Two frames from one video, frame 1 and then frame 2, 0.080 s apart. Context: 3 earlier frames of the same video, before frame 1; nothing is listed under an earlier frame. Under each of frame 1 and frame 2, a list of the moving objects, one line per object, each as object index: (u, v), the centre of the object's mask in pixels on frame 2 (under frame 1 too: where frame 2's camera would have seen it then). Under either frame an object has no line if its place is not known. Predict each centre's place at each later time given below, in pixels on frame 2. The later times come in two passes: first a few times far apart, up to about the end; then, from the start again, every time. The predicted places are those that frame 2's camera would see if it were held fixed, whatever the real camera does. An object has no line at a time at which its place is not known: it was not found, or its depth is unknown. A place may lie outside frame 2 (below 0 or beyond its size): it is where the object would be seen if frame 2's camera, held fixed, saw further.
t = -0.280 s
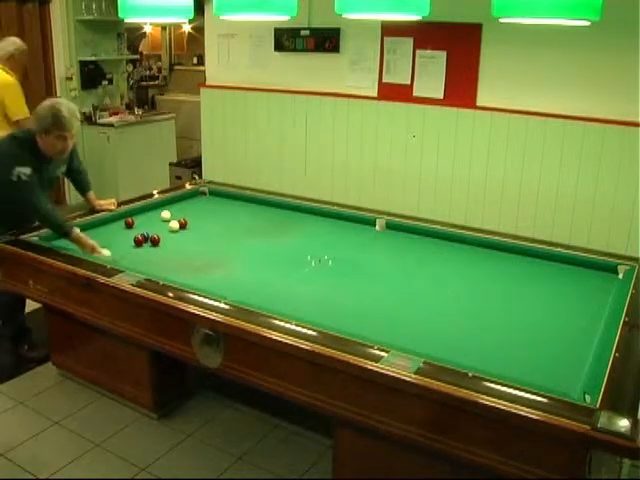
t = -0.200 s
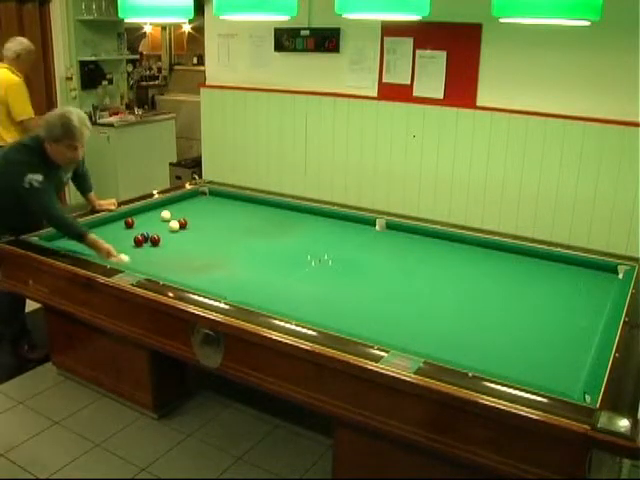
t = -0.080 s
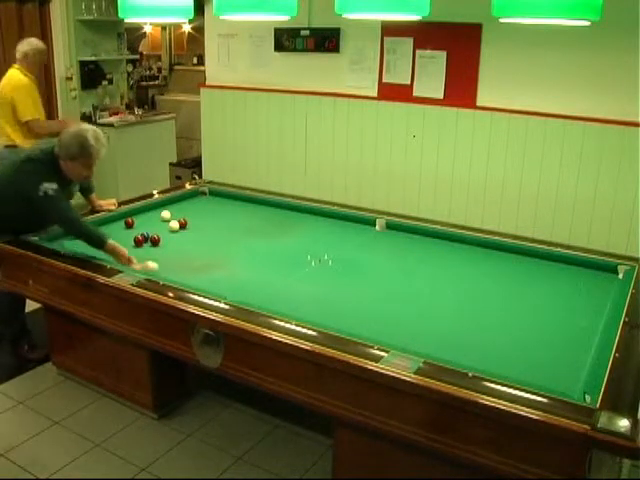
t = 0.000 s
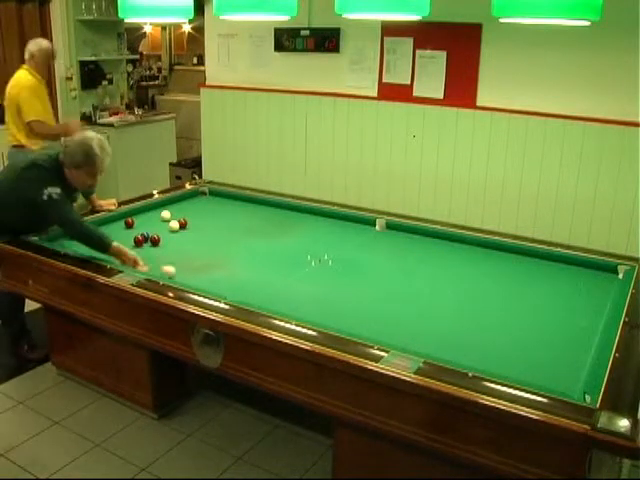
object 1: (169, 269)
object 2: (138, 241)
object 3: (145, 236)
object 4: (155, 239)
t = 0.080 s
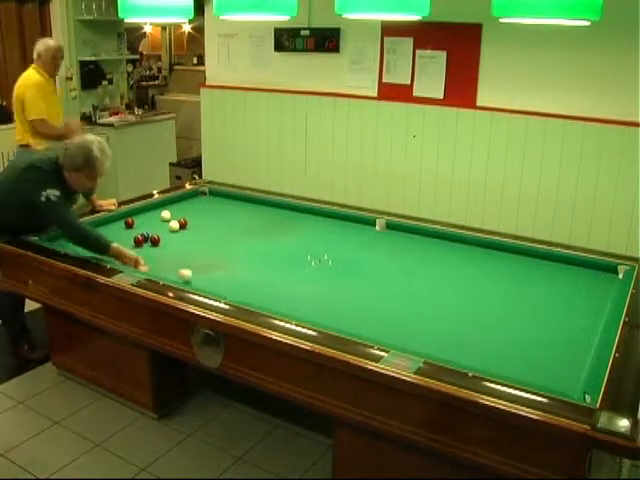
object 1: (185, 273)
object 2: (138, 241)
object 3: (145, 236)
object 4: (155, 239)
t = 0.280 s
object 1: (232, 285)
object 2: (138, 241)
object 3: (145, 236)
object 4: (155, 239)
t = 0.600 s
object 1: (314, 305)
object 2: (138, 240)
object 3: (145, 236)
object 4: (155, 239)
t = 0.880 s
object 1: (395, 324)
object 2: (138, 241)
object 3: (145, 236)
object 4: (155, 239)
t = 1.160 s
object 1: (484, 344)
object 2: (138, 241)
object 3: (145, 236)
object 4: (155, 239)
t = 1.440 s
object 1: (580, 366)
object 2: (138, 241)
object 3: (145, 236)
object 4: (155, 239)
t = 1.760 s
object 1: (513, 346)
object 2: (138, 241)
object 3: (145, 236)
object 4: (155, 239)
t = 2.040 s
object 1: (460, 331)
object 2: (138, 240)
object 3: (145, 236)
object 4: (155, 239)
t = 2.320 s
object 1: (413, 316)
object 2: (138, 241)
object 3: (145, 236)
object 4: (155, 240)
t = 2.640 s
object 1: (364, 302)
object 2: (138, 240)
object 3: (145, 236)
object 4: (155, 239)
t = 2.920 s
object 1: (326, 290)
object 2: (138, 240)
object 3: (145, 236)
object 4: (155, 239)
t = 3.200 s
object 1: (291, 280)
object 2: (138, 240)
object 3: (145, 236)
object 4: (154, 239)
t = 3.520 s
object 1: (255, 269)
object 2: (138, 240)
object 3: (145, 236)
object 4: (154, 239)
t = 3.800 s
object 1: (226, 260)
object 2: (138, 240)
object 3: (145, 236)
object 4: (154, 240)
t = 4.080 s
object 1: (201, 252)
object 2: (138, 240)
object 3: (145, 236)
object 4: (154, 239)
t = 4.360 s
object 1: (178, 245)
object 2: (138, 240)
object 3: (145, 236)
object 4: (154, 239)
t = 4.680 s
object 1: (163, 240)
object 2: (137, 241)
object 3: (142, 235)
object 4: (149, 239)
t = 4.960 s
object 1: (160, 238)
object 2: (133, 241)
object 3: (136, 232)
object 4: (145, 238)
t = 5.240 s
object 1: (158, 235)
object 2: (130, 241)
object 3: (129, 229)
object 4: (142, 237)
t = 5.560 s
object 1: (156, 232)
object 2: (127, 241)
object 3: (122, 228)
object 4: (140, 237)
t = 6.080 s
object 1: (153, 229)
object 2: (123, 242)
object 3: (113, 222)
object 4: (137, 236)
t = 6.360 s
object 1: (152, 227)
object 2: (123, 242)
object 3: (110, 222)
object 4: (136, 236)
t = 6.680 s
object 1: (151, 226)
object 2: (123, 242)
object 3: (113, 221)
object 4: (136, 236)
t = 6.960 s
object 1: (150, 225)
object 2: (123, 242)
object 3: (115, 221)
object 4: (136, 236)
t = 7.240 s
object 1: (150, 224)
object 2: (123, 242)
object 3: (118, 221)
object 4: (136, 236)
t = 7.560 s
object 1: (149, 223)
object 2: (123, 242)
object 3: (119, 222)
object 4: (136, 235)
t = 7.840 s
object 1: (149, 223)
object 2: (123, 242)
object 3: (120, 222)
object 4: (136, 235)
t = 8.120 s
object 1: (149, 223)
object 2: (123, 242)
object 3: (120, 222)
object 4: (136, 235)
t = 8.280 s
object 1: (149, 223)
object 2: (123, 242)
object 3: (120, 222)
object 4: (136, 235)
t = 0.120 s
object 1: (195, 276)
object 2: (138, 241)
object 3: (145, 236)
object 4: (155, 239)
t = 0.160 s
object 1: (204, 278)
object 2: (138, 241)
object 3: (145, 236)
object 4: (155, 239)
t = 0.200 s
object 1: (214, 281)
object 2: (138, 241)
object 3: (145, 236)
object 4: (155, 239)
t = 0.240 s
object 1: (222, 283)
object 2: (138, 241)
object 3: (145, 236)
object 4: (155, 239)
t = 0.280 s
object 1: (232, 285)
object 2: (138, 241)
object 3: (145, 236)
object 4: (155, 239)
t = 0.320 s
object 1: (242, 288)
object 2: (138, 241)
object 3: (145, 236)
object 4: (155, 239)
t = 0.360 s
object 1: (251, 290)
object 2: (138, 241)
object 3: (145, 236)
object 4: (155, 239)
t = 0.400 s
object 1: (262, 293)
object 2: (138, 241)
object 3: (145, 236)
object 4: (155, 239)
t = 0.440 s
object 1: (272, 295)
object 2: (138, 240)
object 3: (145, 236)
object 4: (155, 239)
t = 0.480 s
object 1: (282, 297)
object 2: (138, 240)
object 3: (145, 236)
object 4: (155, 239)
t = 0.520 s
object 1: (294, 300)
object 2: (138, 241)
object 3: (145, 236)
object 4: (155, 239)
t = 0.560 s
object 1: (304, 302)
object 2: (138, 241)
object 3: (145, 236)
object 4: (155, 239)
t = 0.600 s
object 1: (314, 305)
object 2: (138, 240)
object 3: (145, 236)
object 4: (155, 239)
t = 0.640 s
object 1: (327, 308)
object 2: (138, 240)
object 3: (145, 236)
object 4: (155, 239)
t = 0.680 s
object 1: (337, 310)
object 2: (138, 241)
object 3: (145, 236)
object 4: (155, 239)
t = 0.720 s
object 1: (349, 313)
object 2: (138, 241)
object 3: (145, 236)
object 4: (155, 239)
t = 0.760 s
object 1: (360, 316)
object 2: (138, 240)
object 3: (145, 236)
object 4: (155, 239)
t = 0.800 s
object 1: (372, 318)
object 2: (138, 240)
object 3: (145, 236)
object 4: (155, 239)
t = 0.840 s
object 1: (383, 321)
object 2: (138, 241)
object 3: (145, 236)
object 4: (155, 239)
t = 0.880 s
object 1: (395, 324)
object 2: (138, 241)
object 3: (145, 236)
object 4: (155, 239)
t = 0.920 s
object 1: (408, 326)
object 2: (138, 240)
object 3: (145, 236)
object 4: (155, 239)
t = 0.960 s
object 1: (420, 329)
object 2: (138, 240)
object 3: (145, 236)
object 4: (155, 239)
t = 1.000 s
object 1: (432, 332)
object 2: (138, 240)
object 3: (145, 236)
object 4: (155, 239)
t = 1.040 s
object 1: (445, 335)
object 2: (138, 241)
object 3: (145, 236)
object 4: (155, 239)
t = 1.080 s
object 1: (458, 338)
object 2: (138, 240)
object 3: (145, 236)
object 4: (155, 239)
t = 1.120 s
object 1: (471, 340)
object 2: (138, 241)
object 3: (145, 236)
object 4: (155, 239)
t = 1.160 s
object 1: (484, 344)
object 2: (138, 241)
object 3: (145, 236)
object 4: (155, 239)
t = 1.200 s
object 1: (497, 347)
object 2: (138, 241)
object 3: (145, 236)
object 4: (155, 239)
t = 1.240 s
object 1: (510, 350)
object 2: (138, 240)
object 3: (145, 236)
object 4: (155, 239)
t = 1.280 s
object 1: (524, 353)
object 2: (138, 240)
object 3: (145, 236)
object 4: (155, 239)
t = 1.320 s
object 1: (537, 357)
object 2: (138, 240)
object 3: (145, 236)
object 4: (155, 239)
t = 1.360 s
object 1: (552, 359)
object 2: (138, 240)
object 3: (145, 236)
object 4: (155, 239)
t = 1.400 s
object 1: (566, 363)
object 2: (138, 241)
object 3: (145, 236)
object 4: (155, 240)
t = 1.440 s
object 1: (580, 366)
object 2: (138, 241)
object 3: (145, 236)
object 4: (155, 239)
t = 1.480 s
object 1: (574, 364)
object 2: (138, 240)
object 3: (145, 236)
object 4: (155, 239)
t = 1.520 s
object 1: (564, 361)
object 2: (138, 240)
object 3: (145, 236)
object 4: (155, 239)
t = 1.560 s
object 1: (554, 359)
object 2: (138, 241)
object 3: (145, 236)
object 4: (155, 239)
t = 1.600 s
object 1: (545, 356)
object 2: (138, 241)
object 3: (145, 236)
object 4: (155, 239)
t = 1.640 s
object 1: (537, 353)
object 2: (138, 241)
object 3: (145, 236)
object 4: (155, 240)
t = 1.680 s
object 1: (529, 351)
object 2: (138, 240)
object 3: (145, 236)
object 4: (155, 239)
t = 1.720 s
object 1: (521, 349)
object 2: (138, 240)
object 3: (145, 236)
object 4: (155, 239)
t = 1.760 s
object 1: (513, 346)
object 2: (138, 241)
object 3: (145, 236)
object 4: (155, 239)
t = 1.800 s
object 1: (504, 344)
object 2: (138, 241)
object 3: (145, 236)
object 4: (155, 239)
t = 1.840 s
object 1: (497, 341)
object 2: (138, 241)
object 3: (145, 236)
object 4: (155, 239)
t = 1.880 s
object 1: (489, 339)
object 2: (138, 240)
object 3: (145, 236)
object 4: (155, 239)
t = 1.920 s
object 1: (482, 337)
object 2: (138, 241)
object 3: (145, 236)
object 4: (155, 239)
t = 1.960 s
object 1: (475, 335)
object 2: (138, 240)
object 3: (145, 236)
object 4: (155, 239)
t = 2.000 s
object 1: (467, 333)
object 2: (138, 241)
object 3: (145, 236)
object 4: (155, 239)
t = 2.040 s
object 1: (460, 331)
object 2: (138, 240)
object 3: (145, 236)
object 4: (155, 239)
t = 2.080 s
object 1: (454, 328)
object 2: (138, 240)
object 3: (145, 236)
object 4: (155, 239)
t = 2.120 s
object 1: (446, 327)
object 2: (138, 241)
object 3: (145, 236)
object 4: (155, 239)
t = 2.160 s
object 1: (439, 324)
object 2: (138, 241)
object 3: (145, 236)
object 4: (155, 239)
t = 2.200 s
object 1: (433, 322)
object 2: (138, 241)
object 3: (145, 236)
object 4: (155, 239)
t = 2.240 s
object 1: (426, 320)
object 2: (138, 240)
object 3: (145, 236)
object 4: (155, 239)
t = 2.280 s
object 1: (420, 318)
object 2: (138, 241)
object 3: (145, 236)
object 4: (155, 239)
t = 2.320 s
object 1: (413, 316)
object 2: (138, 241)
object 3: (145, 236)
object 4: (155, 240)
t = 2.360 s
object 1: (407, 314)
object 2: (138, 240)
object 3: (145, 236)
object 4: (155, 239)
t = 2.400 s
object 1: (400, 312)
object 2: (138, 240)
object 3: (145, 236)
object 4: (155, 239)
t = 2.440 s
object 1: (394, 310)
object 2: (138, 240)
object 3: (145, 236)
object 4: (155, 239)
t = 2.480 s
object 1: (389, 308)
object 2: (138, 240)
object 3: (145, 236)
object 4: (155, 239)
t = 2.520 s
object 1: (382, 307)
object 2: (138, 240)
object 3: (145, 236)
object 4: (155, 240)
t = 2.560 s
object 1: (376, 305)
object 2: (138, 240)
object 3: (145, 236)
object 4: (155, 240)
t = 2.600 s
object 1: (370, 303)
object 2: (138, 240)
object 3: (145, 236)
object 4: (155, 240)
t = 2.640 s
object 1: (364, 302)
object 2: (138, 240)
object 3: (145, 236)
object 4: (155, 239)
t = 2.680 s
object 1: (358, 300)
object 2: (138, 240)
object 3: (145, 236)
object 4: (155, 239)
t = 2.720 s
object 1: (353, 298)
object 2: (138, 240)
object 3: (145, 236)
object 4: (154, 240)
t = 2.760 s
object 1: (347, 296)
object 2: (138, 240)
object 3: (145, 236)
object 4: (155, 239)
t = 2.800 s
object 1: (342, 295)
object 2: (138, 240)
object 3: (145, 236)
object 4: (155, 239)
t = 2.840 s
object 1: (336, 293)
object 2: (138, 240)
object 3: (145, 236)
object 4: (155, 239)
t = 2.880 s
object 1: (331, 291)
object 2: (138, 240)
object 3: (145, 236)
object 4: (155, 239)
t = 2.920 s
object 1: (326, 290)
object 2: (138, 240)
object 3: (145, 236)
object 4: (155, 239)
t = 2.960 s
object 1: (320, 288)
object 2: (138, 240)
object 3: (145, 236)
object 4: (155, 239)
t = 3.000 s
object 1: (315, 287)
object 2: (138, 240)
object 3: (145, 236)
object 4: (154, 239)
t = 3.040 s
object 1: (310, 285)
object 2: (138, 240)
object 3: (145, 236)
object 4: (154, 239)
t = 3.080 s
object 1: (305, 284)
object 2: (138, 240)
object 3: (145, 236)
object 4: (154, 239)
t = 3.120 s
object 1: (300, 282)
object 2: (138, 240)
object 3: (145, 236)
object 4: (154, 239)
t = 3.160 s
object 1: (295, 281)
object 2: (138, 240)
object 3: (145, 236)
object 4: (154, 239)
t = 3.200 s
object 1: (291, 280)
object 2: (138, 240)
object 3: (145, 236)
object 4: (154, 239)
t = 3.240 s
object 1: (286, 278)
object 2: (138, 240)
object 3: (145, 236)
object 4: (154, 239)
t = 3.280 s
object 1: (281, 277)
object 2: (138, 240)
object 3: (145, 236)
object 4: (154, 239)
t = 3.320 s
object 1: (276, 275)
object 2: (138, 240)
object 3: (145, 236)
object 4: (154, 239)
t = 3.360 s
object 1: (272, 274)
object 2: (138, 240)
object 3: (145, 236)
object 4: (154, 239)
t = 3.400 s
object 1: (268, 273)
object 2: (138, 240)
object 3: (145, 236)
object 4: (154, 239)
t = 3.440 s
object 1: (263, 271)
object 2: (138, 240)
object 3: (145, 236)
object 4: (154, 239)
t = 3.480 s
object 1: (259, 270)
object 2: (138, 240)
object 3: (145, 236)
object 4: (154, 239)
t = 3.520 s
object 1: (255, 269)
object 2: (138, 240)
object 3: (145, 236)
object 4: (154, 239)
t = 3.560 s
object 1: (250, 267)
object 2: (138, 240)
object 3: (145, 236)
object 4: (154, 239)
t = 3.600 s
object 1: (246, 266)
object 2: (138, 240)
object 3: (145, 236)
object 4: (154, 239)
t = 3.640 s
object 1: (242, 265)
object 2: (138, 240)
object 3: (145, 236)
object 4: (154, 239)
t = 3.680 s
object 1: (238, 263)
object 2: (138, 240)
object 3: (145, 236)
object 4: (154, 240)
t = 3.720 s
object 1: (234, 262)
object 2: (138, 240)
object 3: (145, 236)
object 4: (154, 240)
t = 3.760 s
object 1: (230, 261)
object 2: (138, 240)
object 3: (145, 236)
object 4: (154, 239)
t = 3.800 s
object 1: (226, 260)
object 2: (138, 240)
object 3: (145, 236)
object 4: (154, 240)
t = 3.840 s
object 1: (222, 259)
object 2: (138, 240)
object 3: (145, 236)
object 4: (154, 240)
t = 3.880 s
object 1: (218, 258)
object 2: (138, 240)
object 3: (145, 236)
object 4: (154, 240)
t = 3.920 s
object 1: (215, 256)
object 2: (138, 240)
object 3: (145, 236)
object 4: (154, 239)
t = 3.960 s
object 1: (212, 255)
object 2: (138, 240)
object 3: (145, 236)
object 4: (154, 239)
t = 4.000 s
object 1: (208, 254)
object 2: (138, 240)
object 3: (145, 236)
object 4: (154, 239)
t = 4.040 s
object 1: (204, 253)
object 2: (138, 240)
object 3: (145, 236)
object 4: (154, 239)
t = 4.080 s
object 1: (201, 252)
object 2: (138, 240)
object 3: (145, 236)
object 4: (154, 239)
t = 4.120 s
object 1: (197, 251)
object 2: (138, 240)
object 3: (145, 236)
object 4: (154, 239)
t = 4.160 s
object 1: (194, 250)
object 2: (138, 240)
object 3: (145, 236)
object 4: (154, 239)
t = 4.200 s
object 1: (191, 249)
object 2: (138, 240)
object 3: (145, 236)
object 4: (154, 239)
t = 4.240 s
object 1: (187, 248)
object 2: (138, 240)
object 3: (145, 236)
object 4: (154, 239)
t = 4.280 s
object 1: (184, 247)
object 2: (138, 240)
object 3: (145, 236)
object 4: (154, 239)
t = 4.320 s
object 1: (181, 246)
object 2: (138, 240)
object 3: (145, 236)
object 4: (154, 239)
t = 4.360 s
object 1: (178, 245)
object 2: (138, 240)
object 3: (145, 236)
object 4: (154, 239)
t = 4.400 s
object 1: (174, 244)
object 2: (138, 240)
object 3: (145, 236)
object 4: (154, 239)
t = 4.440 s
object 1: (171, 243)
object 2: (138, 240)
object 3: (145, 236)
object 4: (154, 239)
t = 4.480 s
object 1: (168, 242)
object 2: (138, 240)
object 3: (145, 236)
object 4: (154, 239)
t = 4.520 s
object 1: (165, 241)
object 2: (138, 240)
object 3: (145, 236)
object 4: (154, 239)
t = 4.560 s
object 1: (164, 241)
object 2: (138, 240)
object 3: (145, 236)
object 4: (154, 240)
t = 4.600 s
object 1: (164, 240)
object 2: (138, 240)
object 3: (144, 236)
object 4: (151, 239)
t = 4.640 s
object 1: (163, 240)
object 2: (138, 240)
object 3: (143, 235)
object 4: (150, 238)
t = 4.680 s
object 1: (163, 240)
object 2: (137, 241)
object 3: (142, 235)
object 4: (149, 239)
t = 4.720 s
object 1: (163, 239)
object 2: (136, 241)
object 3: (142, 235)
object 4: (148, 238)
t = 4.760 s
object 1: (162, 239)
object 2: (136, 241)
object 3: (141, 235)
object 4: (148, 238)
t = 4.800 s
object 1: (162, 238)
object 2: (135, 241)
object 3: (139, 233)
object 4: (147, 238)
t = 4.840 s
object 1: (162, 238)
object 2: (135, 241)
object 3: (138, 233)
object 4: (147, 238)
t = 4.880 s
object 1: (161, 238)
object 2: (134, 241)
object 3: (137, 232)
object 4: (146, 238)
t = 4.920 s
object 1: (161, 238)
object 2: (133, 241)
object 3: (137, 232)
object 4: (146, 238)
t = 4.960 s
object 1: (160, 238)
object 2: (133, 241)
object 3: (136, 232)
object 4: (145, 238)
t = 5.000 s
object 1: (160, 237)
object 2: (133, 241)
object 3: (135, 232)
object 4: (145, 237)
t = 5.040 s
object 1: (160, 237)
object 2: (132, 241)
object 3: (134, 231)
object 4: (144, 238)
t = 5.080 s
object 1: (159, 236)
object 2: (131, 241)
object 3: (133, 231)
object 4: (144, 237)
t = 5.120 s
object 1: (159, 236)
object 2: (131, 241)
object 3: (132, 231)
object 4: (144, 237)
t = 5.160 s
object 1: (159, 236)
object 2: (131, 241)
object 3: (131, 230)
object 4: (143, 237)
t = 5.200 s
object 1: (159, 235)
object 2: (130, 241)
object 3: (130, 230)
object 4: (143, 237)
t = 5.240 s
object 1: (158, 235)
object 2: (130, 241)
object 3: (129, 229)
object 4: (142, 237)
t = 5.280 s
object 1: (158, 234)
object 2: (129, 241)
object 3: (127, 229)
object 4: (142, 237)
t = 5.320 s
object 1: (157, 234)
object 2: (129, 242)
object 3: (127, 229)
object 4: (142, 237)
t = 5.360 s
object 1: (157, 234)
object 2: (128, 242)
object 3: (126, 229)
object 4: (141, 237)
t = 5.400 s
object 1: (157, 233)
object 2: (128, 241)
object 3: (124, 228)
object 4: (141, 237)
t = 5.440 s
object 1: (157, 233)
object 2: (128, 241)
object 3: (124, 228)
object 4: (141, 237)
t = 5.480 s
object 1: (157, 233)
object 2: (127, 242)
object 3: (123, 228)
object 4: (141, 237)
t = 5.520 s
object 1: (156, 233)
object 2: (127, 241)
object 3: (122, 228)
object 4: (140, 237)
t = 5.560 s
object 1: (156, 232)
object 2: (127, 241)
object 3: (122, 228)
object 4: (140, 237)
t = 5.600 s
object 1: (156, 232)
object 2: (126, 242)
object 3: (121, 228)
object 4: (140, 237)
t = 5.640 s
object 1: (156, 232)
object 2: (126, 242)
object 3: (120, 228)
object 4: (139, 237)
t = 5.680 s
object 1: (156, 232)
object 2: (126, 242)
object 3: (120, 228)
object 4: (139, 237)
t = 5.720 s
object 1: (155, 231)
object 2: (125, 242)
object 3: (119, 227)
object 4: (139, 236)
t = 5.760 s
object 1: (155, 231)
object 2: (125, 242)
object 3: (119, 227)
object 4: (139, 236)
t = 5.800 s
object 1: (155, 231)
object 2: (125, 242)
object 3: (117, 225)
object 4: (138, 236)
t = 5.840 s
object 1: (154, 230)
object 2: (124, 242)
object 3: (116, 223)
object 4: (138, 236)
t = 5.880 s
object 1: (154, 230)
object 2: (124, 242)
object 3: (115, 223)
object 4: (138, 236)
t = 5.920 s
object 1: (154, 230)
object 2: (124, 242)
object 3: (115, 223)
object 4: (137, 236)
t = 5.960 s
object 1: (154, 230)
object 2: (124, 242)
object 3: (115, 223)
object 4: (137, 236)
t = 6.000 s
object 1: (153, 229)
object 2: (124, 242)
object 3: (114, 222)
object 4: (137, 236)
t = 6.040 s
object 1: (153, 229)
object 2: (124, 242)
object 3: (114, 222)
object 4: (137, 236)
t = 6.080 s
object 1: (153, 229)
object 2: (123, 242)
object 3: (113, 222)
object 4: (137, 236)
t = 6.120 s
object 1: (153, 229)
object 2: (123, 242)
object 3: (112, 222)
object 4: (137, 236)
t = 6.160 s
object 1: (153, 228)
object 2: (123, 242)
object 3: (111, 222)
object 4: (136, 236)
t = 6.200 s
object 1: (153, 228)
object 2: (123, 242)
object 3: (111, 222)
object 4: (136, 236)
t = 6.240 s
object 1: (153, 228)
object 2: (123, 242)
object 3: (111, 222)
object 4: (136, 236)
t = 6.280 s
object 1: (152, 227)
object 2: (123, 242)
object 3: (111, 222)
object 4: (136, 236)
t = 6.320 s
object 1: (152, 227)
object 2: (123, 242)
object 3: (110, 221)
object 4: (136, 236)
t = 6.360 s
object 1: (152, 227)
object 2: (123, 242)
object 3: (110, 222)
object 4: (136, 236)
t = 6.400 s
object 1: (152, 226)
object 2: (123, 242)
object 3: (110, 222)
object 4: (136, 236)
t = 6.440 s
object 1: (152, 227)
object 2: (123, 242)
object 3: (110, 222)
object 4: (136, 236)
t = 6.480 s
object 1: (152, 226)
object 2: (123, 242)
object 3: (111, 221)
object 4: (136, 236)
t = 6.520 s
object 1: (152, 226)
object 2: (123, 242)
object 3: (111, 221)
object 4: (136, 236)
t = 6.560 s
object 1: (151, 226)
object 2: (123, 242)
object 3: (112, 221)
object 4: (136, 236)
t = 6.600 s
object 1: (151, 226)
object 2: (123, 242)
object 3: (111, 221)
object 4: (136, 236)
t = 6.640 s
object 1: (151, 226)
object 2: (123, 242)
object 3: (113, 221)
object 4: (136, 236)
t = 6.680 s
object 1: (151, 226)
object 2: (123, 242)
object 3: (113, 221)
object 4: (136, 236)
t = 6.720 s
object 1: (151, 226)
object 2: (123, 242)
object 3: (114, 221)
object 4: (136, 236)
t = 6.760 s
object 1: (151, 226)
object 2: (123, 242)
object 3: (114, 221)
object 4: (136, 236)
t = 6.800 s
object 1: (151, 226)
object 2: (123, 242)
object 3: (115, 221)
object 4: (136, 236)
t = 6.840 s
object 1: (151, 226)
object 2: (123, 242)
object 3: (115, 221)
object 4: (136, 236)
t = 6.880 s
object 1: (151, 226)
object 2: (122, 242)
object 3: (115, 221)
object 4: (136, 236)
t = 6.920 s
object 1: (150, 225)
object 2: (122, 242)
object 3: (115, 221)
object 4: (136, 236)
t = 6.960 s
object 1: (150, 225)
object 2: (123, 242)
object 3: (115, 221)
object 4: (136, 236)
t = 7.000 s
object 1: (150, 225)
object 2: (122, 242)
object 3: (116, 221)
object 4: (136, 236)
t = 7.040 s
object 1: (150, 225)
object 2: (122, 242)
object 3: (117, 221)
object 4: (136, 236)
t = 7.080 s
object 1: (150, 224)
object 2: (123, 242)
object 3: (117, 221)
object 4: (136, 236)
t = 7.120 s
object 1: (150, 224)
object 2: (123, 242)
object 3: (117, 221)
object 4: (136, 236)
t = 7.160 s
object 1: (150, 224)
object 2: (122, 242)
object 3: (118, 221)
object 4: (136, 236)
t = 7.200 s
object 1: (150, 224)
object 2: (122, 242)
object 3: (118, 222)
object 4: (136, 236)
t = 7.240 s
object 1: (150, 224)
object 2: (123, 242)
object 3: (118, 221)
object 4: (136, 236)
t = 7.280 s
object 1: (150, 224)
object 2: (123, 242)
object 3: (119, 222)
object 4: (136, 236)
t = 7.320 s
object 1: (150, 224)
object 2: (123, 242)
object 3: (119, 221)
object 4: (136, 236)
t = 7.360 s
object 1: (150, 224)
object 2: (123, 242)
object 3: (119, 222)
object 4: (136, 235)
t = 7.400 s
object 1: (150, 224)
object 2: (123, 242)
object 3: (119, 221)
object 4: (136, 235)
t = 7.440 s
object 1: (149, 224)
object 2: (123, 242)
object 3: (119, 222)
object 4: (136, 235)
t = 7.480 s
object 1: (149, 224)
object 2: (123, 242)
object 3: (119, 222)
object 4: (136, 235)
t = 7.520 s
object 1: (149, 224)
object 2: (123, 242)
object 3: (119, 222)
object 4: (136, 235)
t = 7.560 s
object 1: (149, 223)
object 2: (123, 242)
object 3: (119, 222)
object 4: (136, 235)
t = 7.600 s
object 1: (149, 223)
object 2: (123, 242)
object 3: (119, 222)
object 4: (136, 235)
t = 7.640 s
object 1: (149, 223)
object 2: (122, 242)
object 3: (119, 222)
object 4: (136, 235)
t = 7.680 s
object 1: (149, 223)
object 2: (123, 242)
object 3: (119, 222)
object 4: (136, 235)
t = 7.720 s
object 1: (149, 223)
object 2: (123, 242)
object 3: (119, 222)
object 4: (136, 235)
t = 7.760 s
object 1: (149, 223)
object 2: (123, 242)
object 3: (120, 222)
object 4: (136, 235)
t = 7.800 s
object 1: (149, 223)
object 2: (123, 242)
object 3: (120, 222)
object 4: (136, 235)
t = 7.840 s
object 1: (149, 223)
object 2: (123, 242)
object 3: (120, 222)
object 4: (136, 235)
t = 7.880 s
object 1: (149, 223)
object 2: (123, 242)
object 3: (119, 222)
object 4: (136, 235)
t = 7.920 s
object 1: (149, 223)
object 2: (123, 242)
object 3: (120, 222)
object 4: (136, 235)
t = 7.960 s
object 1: (149, 223)
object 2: (123, 242)
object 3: (120, 222)
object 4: (136, 235)
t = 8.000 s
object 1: (149, 223)
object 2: (123, 242)
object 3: (120, 222)
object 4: (136, 235)
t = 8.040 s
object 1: (149, 223)
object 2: (123, 242)
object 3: (120, 222)
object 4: (136, 235)
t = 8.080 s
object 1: (149, 223)
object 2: (123, 242)
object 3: (120, 222)
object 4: (136, 235)
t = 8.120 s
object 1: (149, 223)
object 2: (123, 242)
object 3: (120, 222)
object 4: (136, 235)
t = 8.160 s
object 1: (149, 223)
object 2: (123, 242)
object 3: (120, 222)
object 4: (136, 235)
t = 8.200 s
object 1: (149, 223)
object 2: (123, 242)
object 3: (120, 222)
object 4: (136, 235)
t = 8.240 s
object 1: (149, 223)
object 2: (123, 242)
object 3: (120, 222)
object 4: (136, 235)
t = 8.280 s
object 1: (149, 223)
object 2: (123, 242)
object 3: (120, 222)
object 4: (136, 235)
